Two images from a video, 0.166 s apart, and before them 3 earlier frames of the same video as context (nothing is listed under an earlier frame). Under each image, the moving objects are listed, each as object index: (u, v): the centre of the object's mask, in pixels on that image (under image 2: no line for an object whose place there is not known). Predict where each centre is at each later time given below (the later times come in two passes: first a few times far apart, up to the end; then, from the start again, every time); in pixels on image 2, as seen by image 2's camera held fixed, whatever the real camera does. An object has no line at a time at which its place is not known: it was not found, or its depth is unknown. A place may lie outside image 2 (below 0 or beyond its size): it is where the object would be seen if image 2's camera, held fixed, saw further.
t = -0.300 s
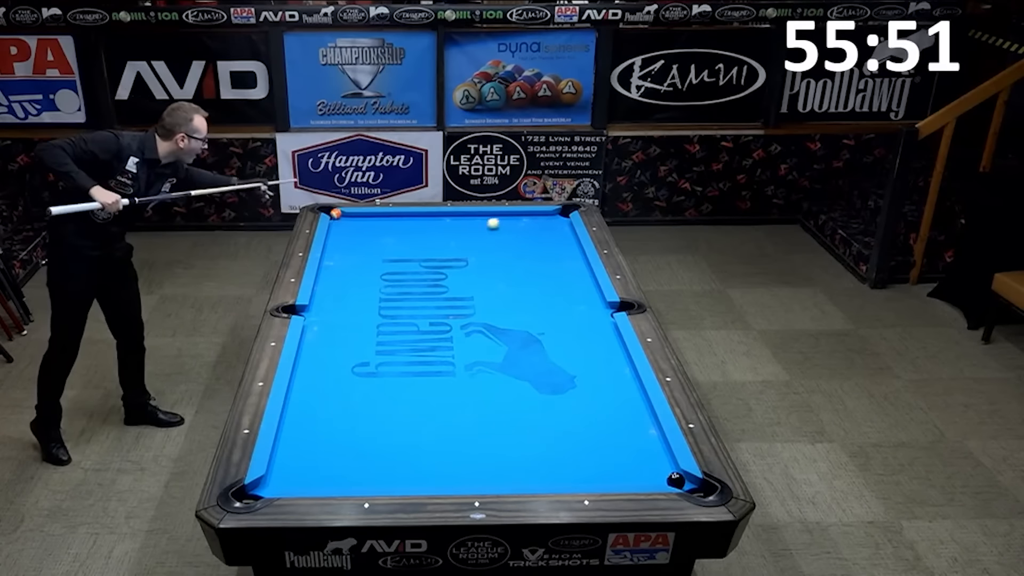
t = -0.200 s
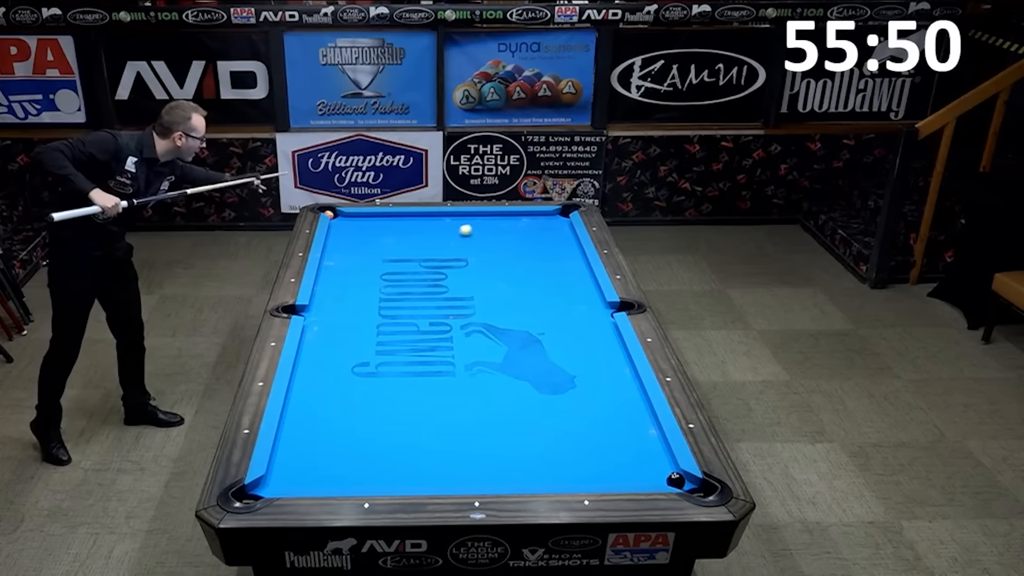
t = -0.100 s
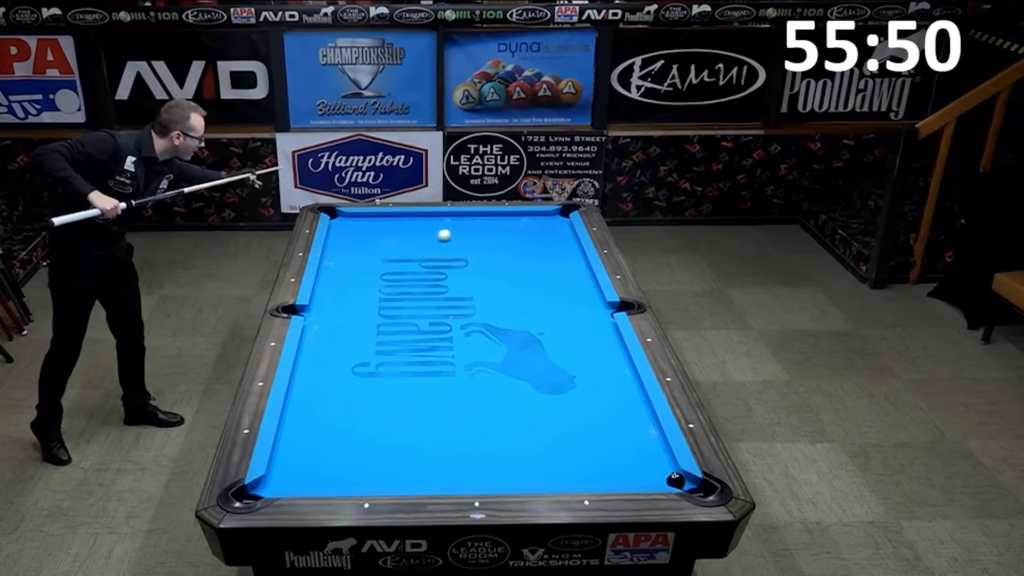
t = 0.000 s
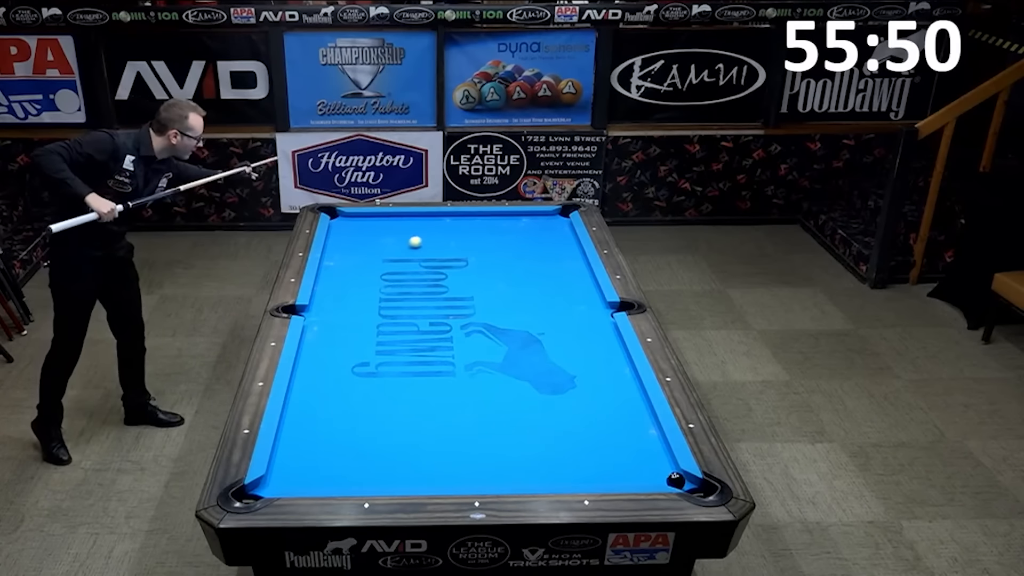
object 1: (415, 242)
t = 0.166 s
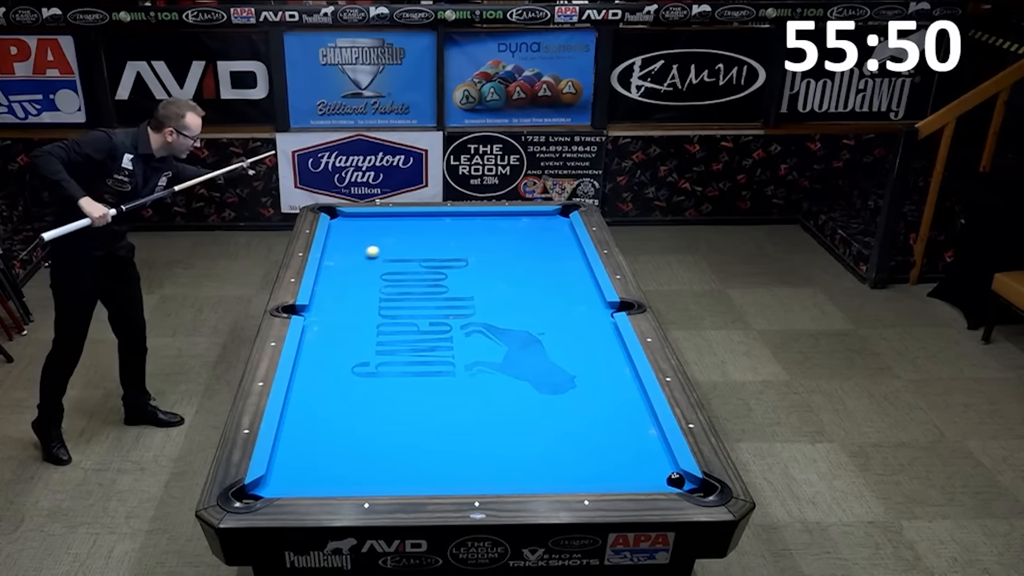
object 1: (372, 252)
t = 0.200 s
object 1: (368, 253)
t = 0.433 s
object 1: (338, 270)
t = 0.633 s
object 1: (362, 284)
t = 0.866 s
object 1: (396, 304)
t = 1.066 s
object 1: (423, 320)
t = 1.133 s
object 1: (433, 326)
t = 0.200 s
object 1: (368, 253)
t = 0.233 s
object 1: (359, 255)
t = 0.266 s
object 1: (350, 258)
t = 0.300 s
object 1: (341, 259)
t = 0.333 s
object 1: (332, 261)
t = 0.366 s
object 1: (326, 265)
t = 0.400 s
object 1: (332, 267)
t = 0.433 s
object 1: (338, 270)
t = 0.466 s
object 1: (342, 273)
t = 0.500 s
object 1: (347, 275)
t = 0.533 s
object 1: (351, 278)
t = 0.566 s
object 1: (356, 280)
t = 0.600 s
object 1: (358, 281)
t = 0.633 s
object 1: (362, 284)
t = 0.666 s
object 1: (367, 287)
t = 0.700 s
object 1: (371, 289)
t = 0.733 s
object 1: (376, 292)
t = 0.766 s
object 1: (382, 296)
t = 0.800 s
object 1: (387, 299)
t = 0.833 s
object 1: (392, 302)
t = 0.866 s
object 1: (396, 304)
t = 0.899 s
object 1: (401, 308)
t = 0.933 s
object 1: (406, 310)
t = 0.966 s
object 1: (411, 313)
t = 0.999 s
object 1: (413, 314)
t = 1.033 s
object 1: (418, 317)
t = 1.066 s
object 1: (423, 320)
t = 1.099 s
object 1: (428, 323)
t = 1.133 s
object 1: (433, 326)
